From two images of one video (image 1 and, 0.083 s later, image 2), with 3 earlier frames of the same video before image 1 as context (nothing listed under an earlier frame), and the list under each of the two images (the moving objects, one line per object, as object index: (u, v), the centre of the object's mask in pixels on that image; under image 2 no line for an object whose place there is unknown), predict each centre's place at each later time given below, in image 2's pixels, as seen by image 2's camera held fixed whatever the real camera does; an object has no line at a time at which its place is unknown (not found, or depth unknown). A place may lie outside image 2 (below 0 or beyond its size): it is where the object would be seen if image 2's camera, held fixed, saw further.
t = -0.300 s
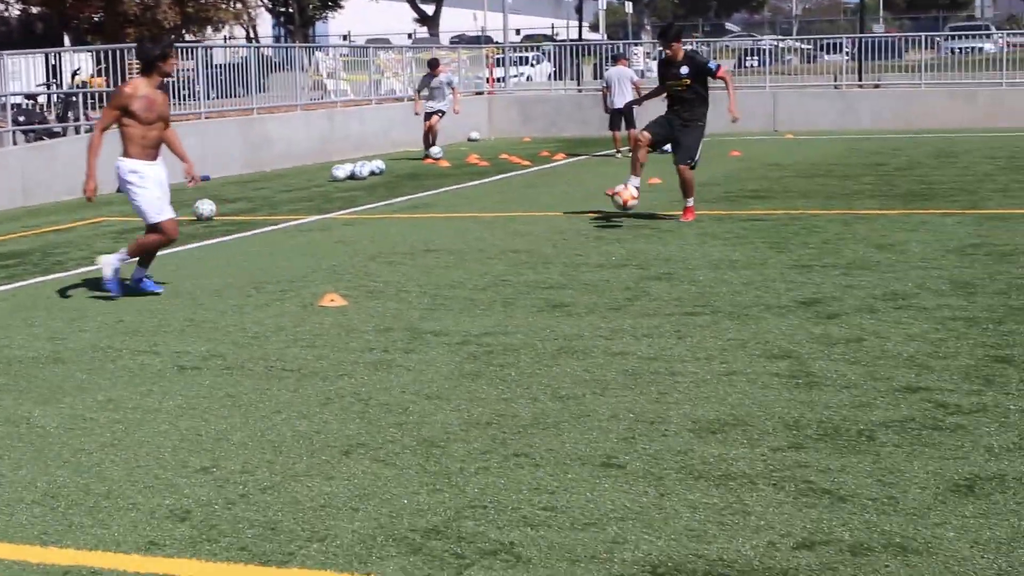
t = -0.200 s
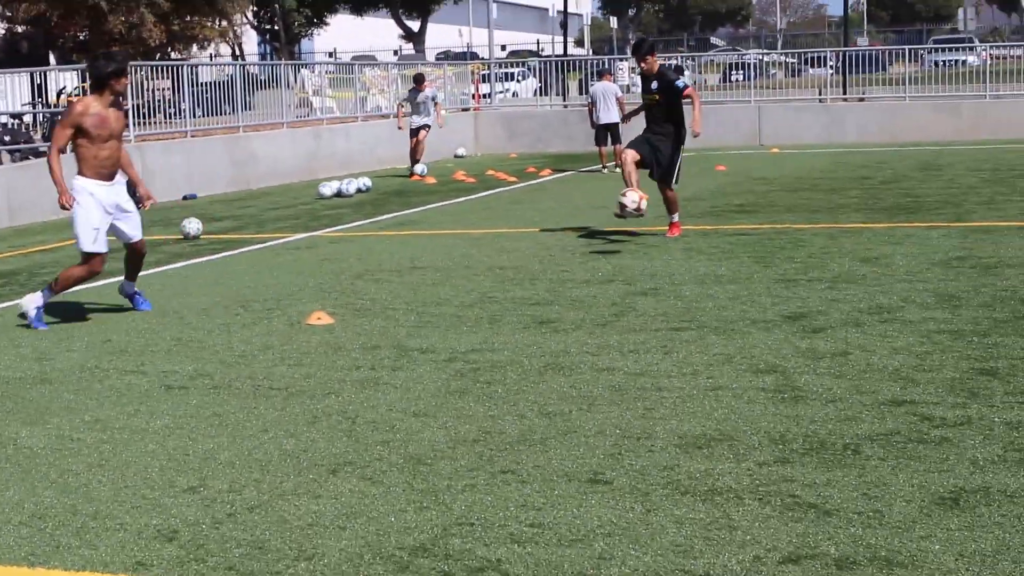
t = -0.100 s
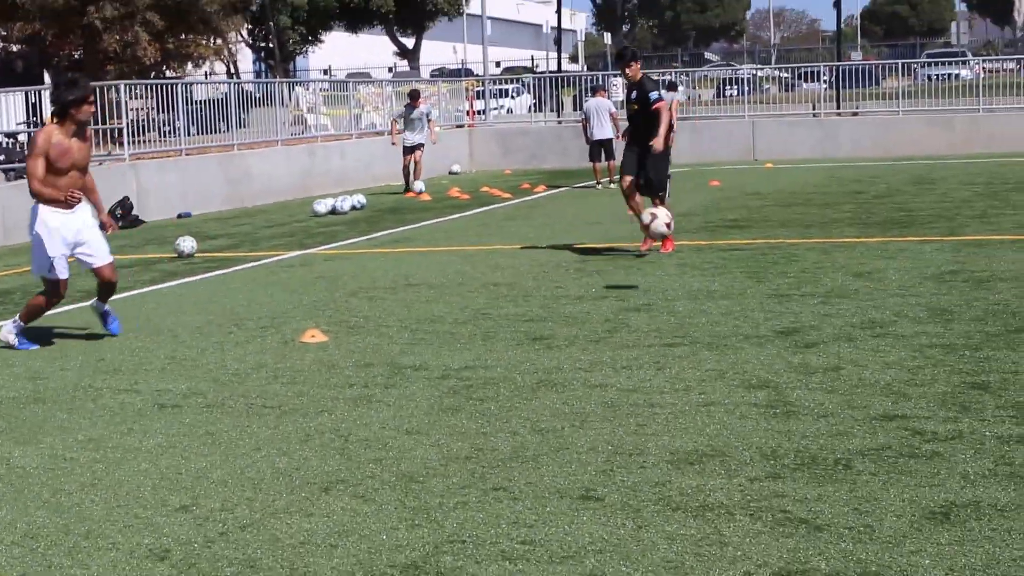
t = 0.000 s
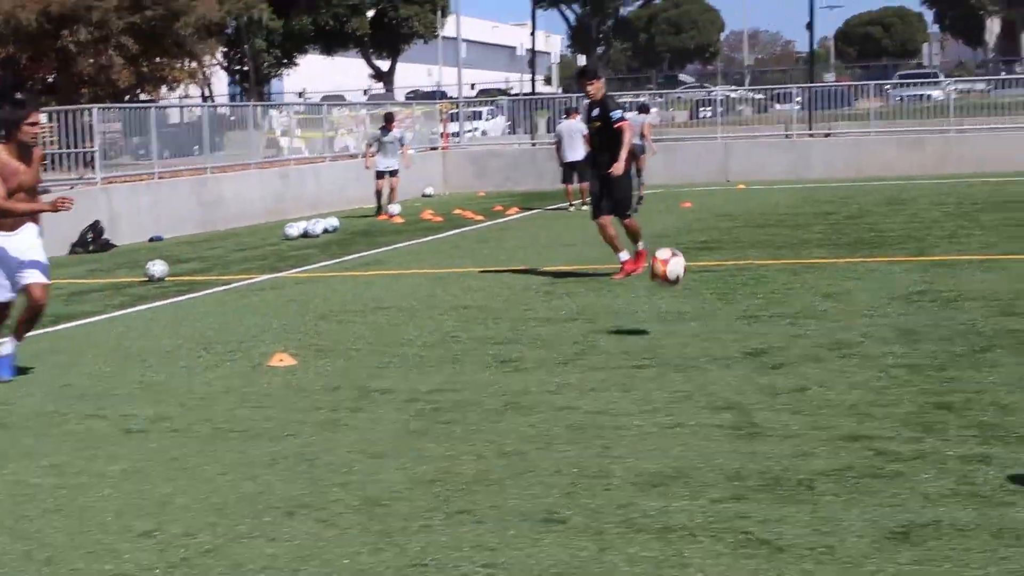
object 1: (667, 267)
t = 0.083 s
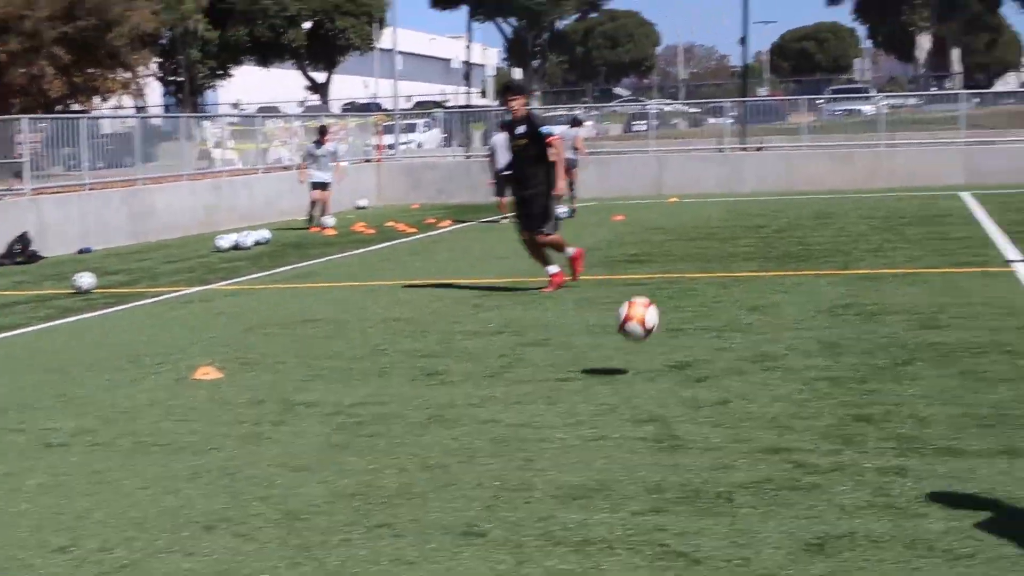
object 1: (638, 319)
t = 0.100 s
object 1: (647, 329)
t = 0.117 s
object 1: (656, 340)
